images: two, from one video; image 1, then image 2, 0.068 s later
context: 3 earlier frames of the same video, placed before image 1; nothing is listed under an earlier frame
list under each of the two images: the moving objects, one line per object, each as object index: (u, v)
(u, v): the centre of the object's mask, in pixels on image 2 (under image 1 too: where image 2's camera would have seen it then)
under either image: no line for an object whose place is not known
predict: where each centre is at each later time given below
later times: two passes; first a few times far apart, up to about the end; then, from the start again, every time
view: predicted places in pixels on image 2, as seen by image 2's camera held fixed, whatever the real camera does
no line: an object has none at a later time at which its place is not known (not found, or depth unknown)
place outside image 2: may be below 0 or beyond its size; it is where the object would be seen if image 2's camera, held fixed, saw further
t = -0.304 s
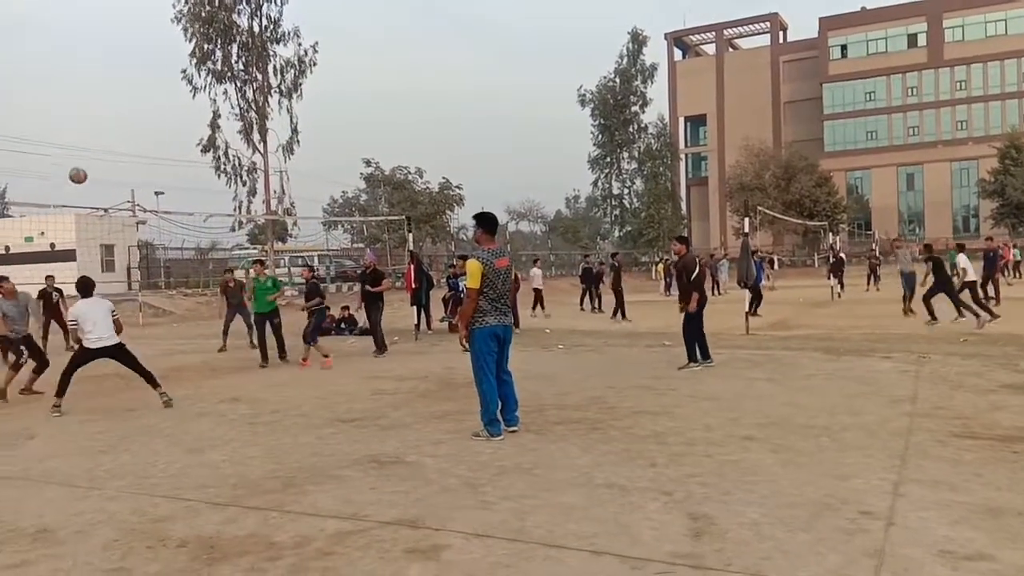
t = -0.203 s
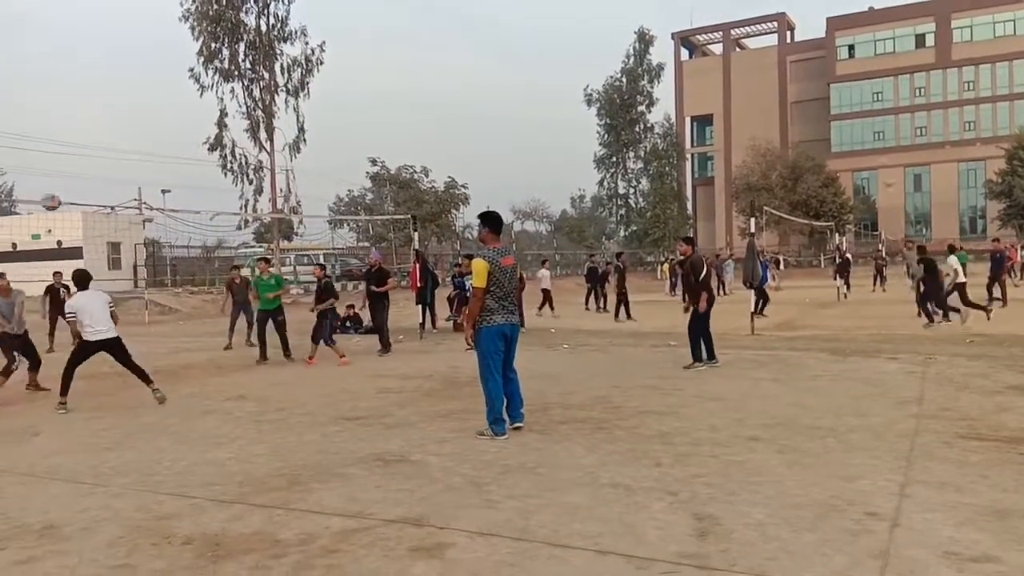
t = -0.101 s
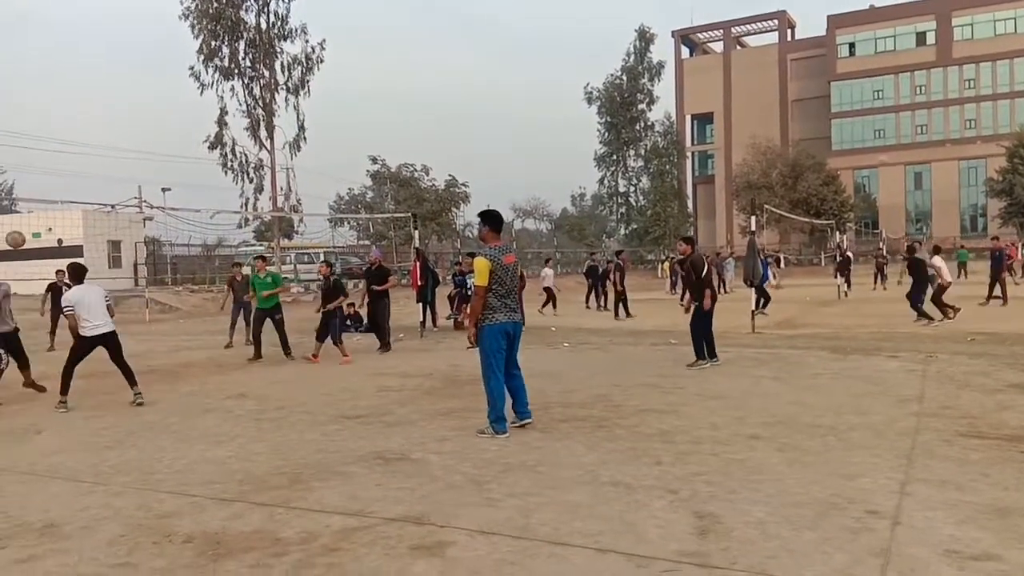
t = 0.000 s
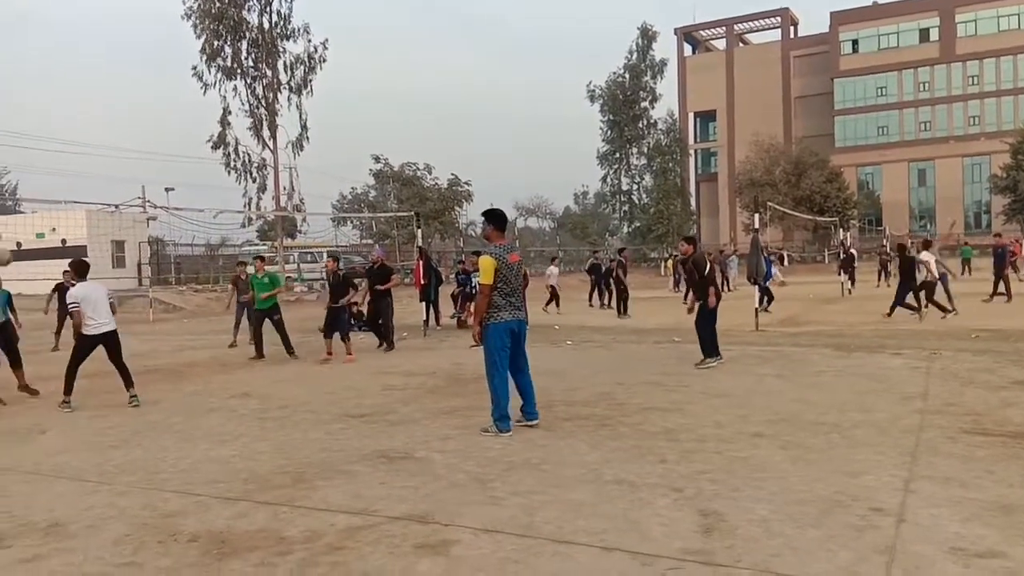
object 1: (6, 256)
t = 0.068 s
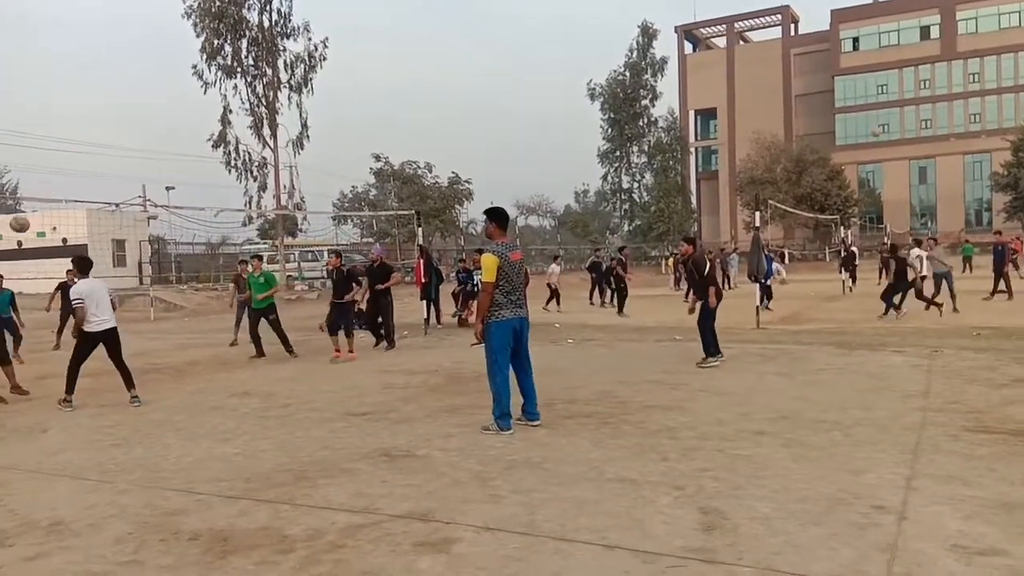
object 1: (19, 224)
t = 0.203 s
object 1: (53, 175)
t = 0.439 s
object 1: (106, 131)
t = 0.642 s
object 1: (149, 131)
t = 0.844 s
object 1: (189, 159)
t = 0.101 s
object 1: (29, 210)
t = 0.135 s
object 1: (36, 197)
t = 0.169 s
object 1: (44, 185)
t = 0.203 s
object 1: (53, 175)
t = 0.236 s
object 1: (60, 165)
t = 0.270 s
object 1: (68, 157)
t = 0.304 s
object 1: (76, 150)
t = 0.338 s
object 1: (83, 144)
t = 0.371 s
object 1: (91, 138)
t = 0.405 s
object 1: (99, 134)
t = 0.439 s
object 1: (106, 131)
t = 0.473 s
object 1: (113, 129)
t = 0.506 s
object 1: (121, 128)
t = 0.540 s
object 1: (128, 127)
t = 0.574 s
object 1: (135, 128)
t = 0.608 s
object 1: (142, 129)
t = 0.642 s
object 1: (149, 131)
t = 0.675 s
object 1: (156, 134)
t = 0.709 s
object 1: (162, 137)
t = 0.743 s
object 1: (169, 142)
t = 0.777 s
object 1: (176, 147)
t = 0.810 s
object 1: (182, 153)
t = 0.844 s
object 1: (189, 159)
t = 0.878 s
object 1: (195, 167)
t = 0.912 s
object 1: (201, 175)
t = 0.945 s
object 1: (208, 183)
